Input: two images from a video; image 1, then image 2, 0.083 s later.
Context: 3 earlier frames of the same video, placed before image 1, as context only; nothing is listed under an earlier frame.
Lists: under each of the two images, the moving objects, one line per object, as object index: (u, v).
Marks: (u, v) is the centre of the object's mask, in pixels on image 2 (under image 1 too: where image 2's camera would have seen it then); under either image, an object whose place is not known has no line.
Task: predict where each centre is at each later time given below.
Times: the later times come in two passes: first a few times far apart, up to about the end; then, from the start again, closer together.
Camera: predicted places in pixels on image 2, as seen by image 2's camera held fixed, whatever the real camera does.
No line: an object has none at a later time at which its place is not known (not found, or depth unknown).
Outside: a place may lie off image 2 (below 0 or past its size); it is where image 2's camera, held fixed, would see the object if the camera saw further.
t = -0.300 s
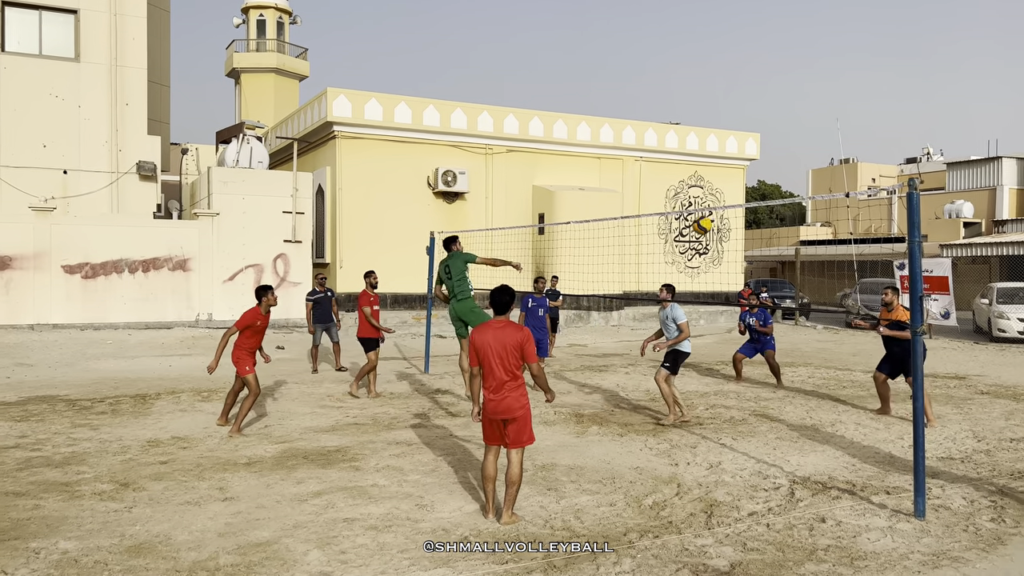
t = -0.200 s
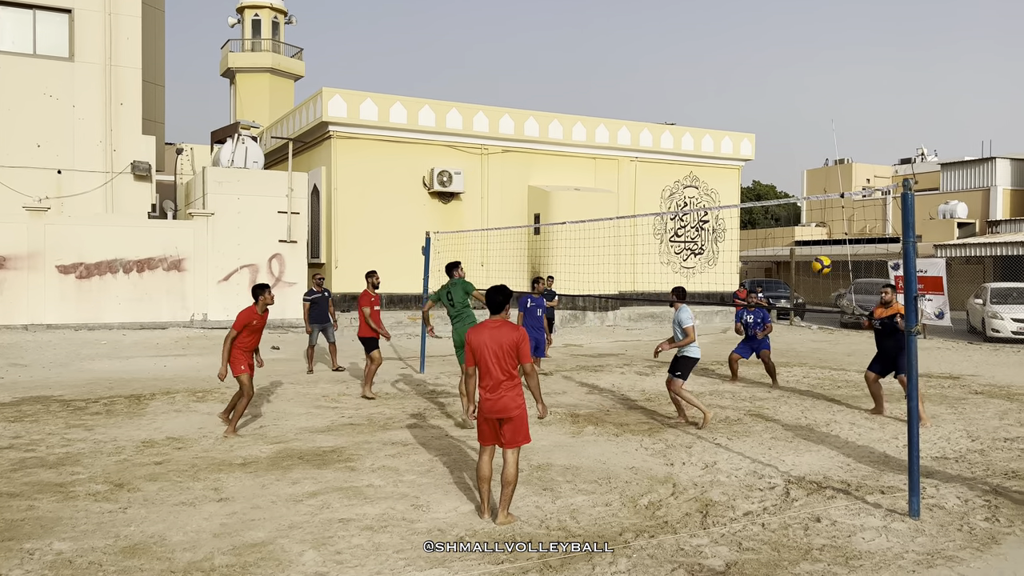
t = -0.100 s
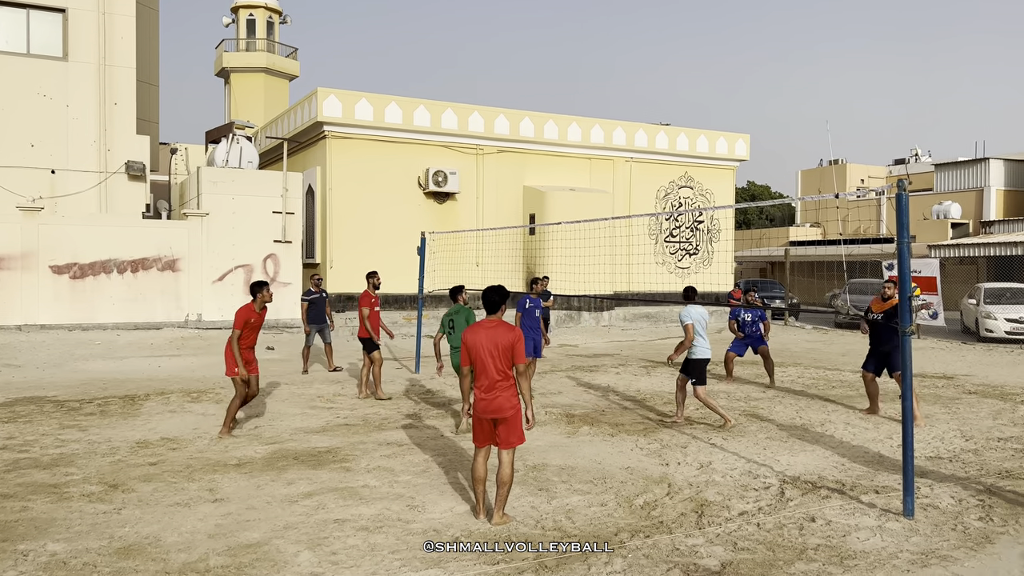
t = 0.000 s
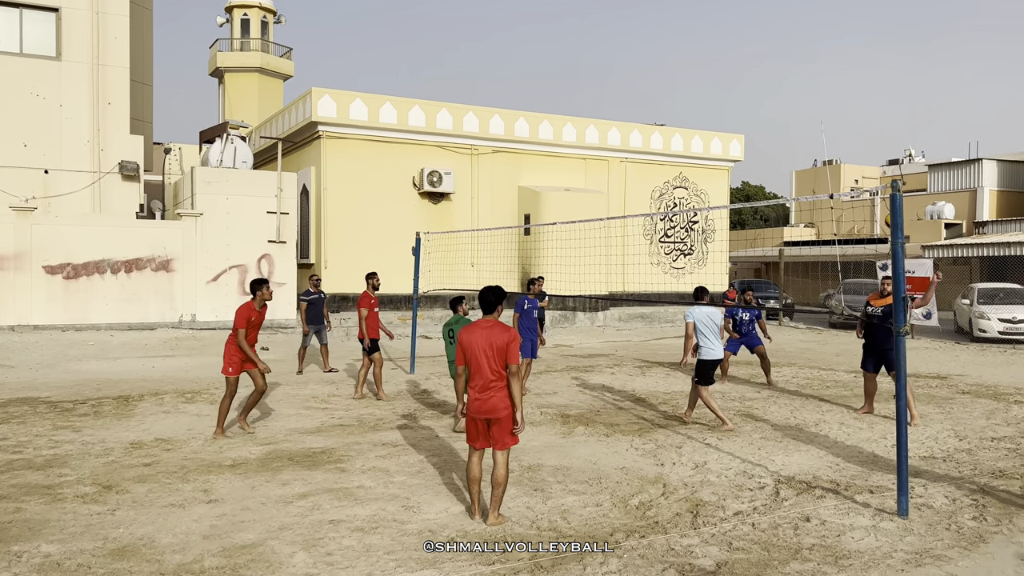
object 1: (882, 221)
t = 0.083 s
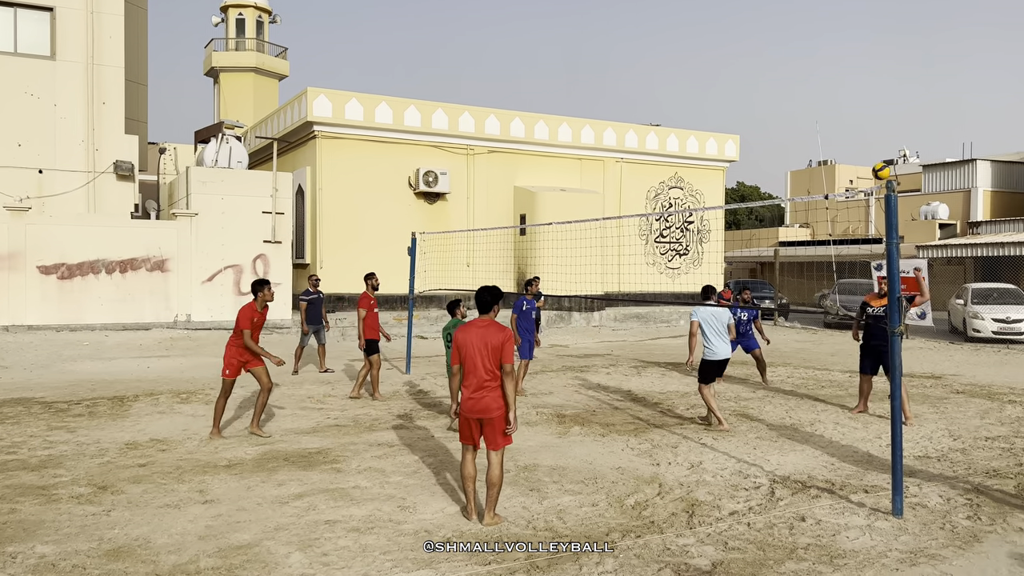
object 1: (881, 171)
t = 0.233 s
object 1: (868, 101)
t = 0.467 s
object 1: (852, 36)
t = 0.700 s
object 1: (839, 14)
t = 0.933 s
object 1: (829, 30)
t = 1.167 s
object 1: (822, 77)
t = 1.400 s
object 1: (816, 149)
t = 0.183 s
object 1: (872, 122)
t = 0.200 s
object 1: (871, 115)
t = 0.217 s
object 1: (869, 108)
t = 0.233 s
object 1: (868, 101)
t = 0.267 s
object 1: (866, 89)
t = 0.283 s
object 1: (864, 83)
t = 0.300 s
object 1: (863, 78)
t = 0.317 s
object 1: (862, 72)
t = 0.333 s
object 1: (861, 67)
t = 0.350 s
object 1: (860, 63)
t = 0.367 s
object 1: (859, 58)
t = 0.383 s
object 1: (857, 54)
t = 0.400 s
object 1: (856, 50)
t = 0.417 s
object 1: (855, 46)
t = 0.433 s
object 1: (854, 42)
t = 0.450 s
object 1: (853, 39)
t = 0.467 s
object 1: (852, 36)
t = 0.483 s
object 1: (851, 33)
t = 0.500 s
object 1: (850, 30)
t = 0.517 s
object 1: (848, 27)
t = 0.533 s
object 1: (848, 25)
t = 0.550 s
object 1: (847, 23)
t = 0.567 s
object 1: (846, 21)
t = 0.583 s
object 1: (845, 20)
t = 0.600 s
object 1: (844, 19)
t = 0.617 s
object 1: (843, 17)
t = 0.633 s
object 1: (842, 16)
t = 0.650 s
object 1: (842, 15)
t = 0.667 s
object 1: (841, 15)
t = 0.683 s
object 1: (840, 15)
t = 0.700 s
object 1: (839, 14)
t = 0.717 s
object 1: (838, 14)
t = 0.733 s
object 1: (837, 14)
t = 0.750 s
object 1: (837, 15)
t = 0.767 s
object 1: (836, 15)
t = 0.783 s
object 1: (835, 16)
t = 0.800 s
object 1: (835, 17)
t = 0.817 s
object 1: (834, 18)
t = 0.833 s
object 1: (833, 19)
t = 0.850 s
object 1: (832, 20)
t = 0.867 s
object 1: (832, 22)
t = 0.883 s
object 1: (831, 24)
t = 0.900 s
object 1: (831, 26)
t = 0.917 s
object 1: (830, 28)
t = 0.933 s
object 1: (829, 30)
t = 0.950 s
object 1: (829, 32)
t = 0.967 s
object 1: (828, 35)
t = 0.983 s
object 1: (827, 38)
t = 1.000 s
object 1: (827, 40)
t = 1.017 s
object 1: (827, 44)
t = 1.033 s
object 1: (826, 47)
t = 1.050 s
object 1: (825, 50)
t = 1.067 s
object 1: (825, 53)
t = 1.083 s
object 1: (824, 57)
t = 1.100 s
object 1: (824, 61)
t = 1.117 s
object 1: (823, 64)
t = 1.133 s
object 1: (823, 69)
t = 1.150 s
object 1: (823, 73)
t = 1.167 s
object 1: (822, 77)
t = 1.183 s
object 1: (822, 81)
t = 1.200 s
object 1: (821, 86)
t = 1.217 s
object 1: (821, 90)
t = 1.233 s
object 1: (820, 95)
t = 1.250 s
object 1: (820, 100)
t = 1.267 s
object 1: (819, 105)
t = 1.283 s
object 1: (819, 110)
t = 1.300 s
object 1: (818, 115)
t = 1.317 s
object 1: (818, 120)
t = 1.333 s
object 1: (818, 126)
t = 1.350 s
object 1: (817, 131)
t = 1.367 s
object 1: (817, 137)
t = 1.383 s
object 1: (816, 143)
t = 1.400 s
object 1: (816, 149)
